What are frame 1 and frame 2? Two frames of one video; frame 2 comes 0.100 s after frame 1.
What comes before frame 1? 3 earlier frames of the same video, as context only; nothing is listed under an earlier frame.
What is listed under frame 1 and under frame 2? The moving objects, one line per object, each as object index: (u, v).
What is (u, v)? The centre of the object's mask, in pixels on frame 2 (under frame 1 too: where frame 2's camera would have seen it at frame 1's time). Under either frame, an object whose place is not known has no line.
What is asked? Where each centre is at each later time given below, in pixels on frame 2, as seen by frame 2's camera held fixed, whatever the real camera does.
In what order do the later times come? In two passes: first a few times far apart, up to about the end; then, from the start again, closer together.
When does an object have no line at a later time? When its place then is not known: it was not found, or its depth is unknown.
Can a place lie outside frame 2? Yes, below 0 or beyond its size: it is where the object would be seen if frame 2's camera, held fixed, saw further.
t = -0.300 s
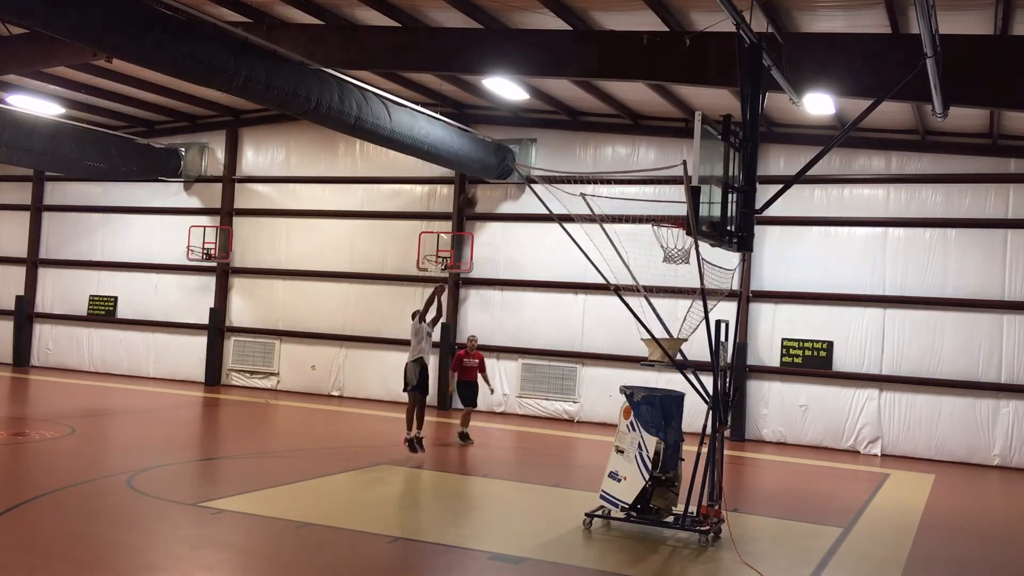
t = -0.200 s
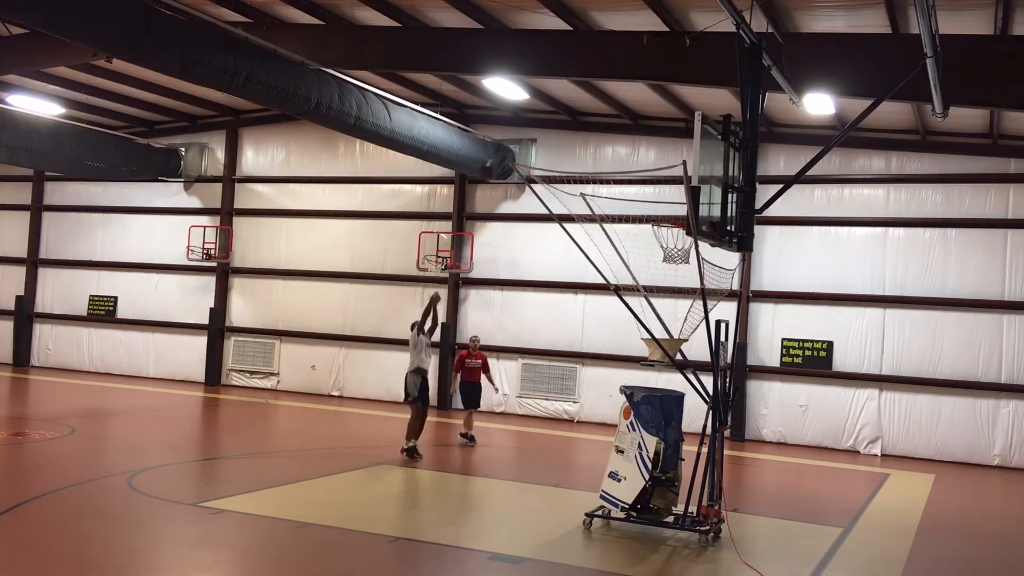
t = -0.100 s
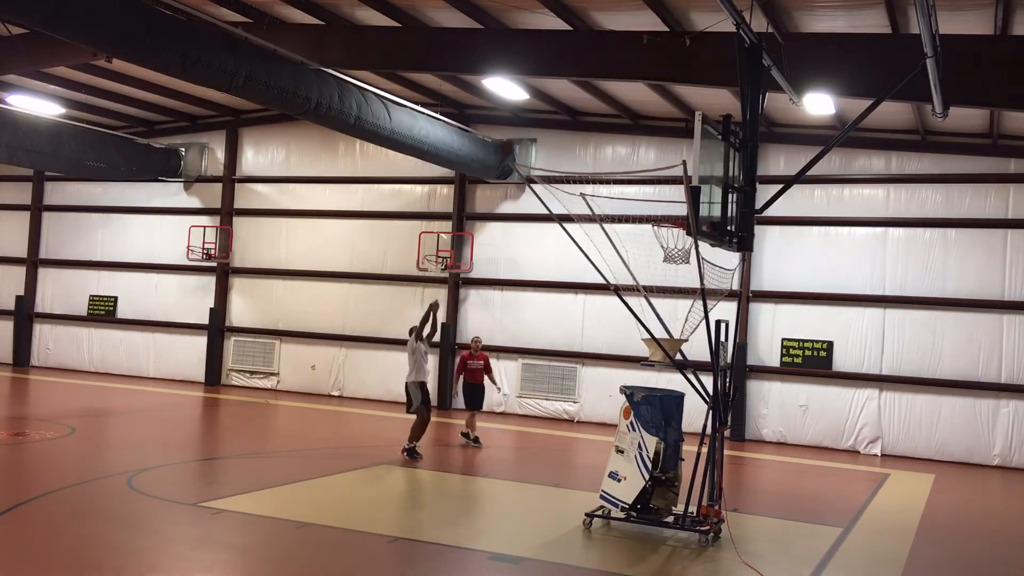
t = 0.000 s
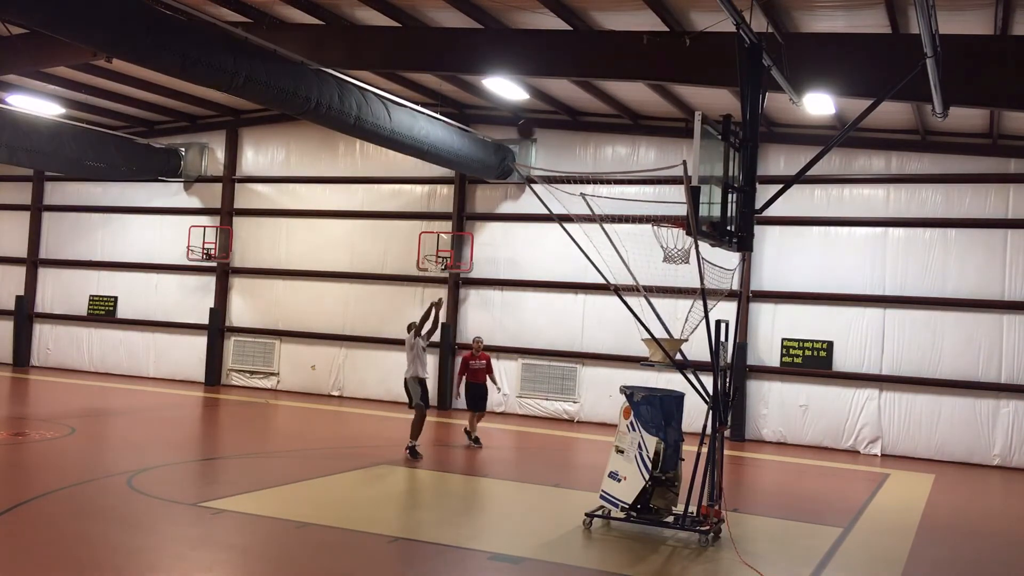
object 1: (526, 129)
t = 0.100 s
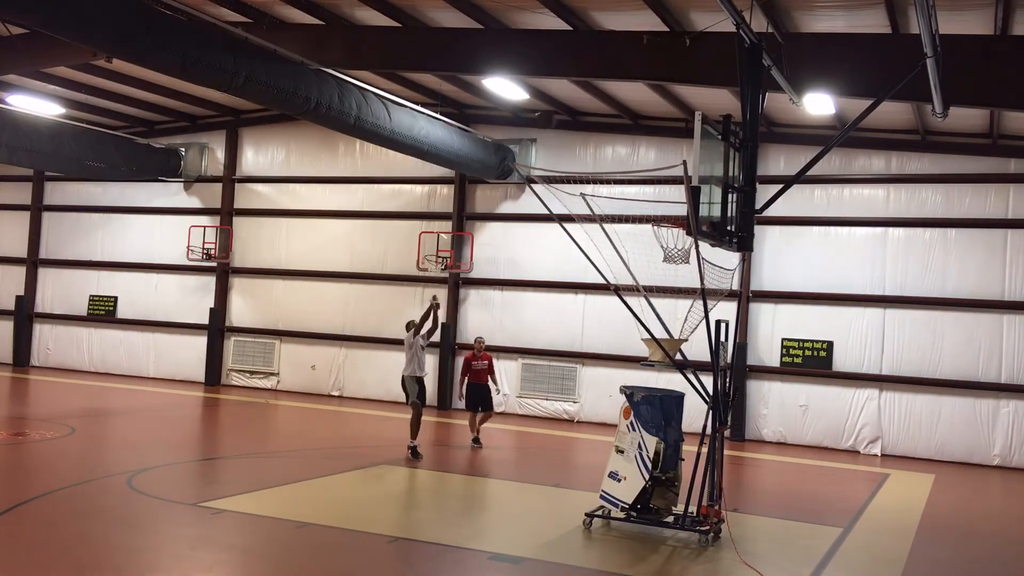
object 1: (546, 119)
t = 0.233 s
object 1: (573, 118)
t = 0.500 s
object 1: (632, 158)
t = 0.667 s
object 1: (673, 218)
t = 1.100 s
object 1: (674, 273)
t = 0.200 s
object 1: (567, 118)
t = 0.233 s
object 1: (573, 118)
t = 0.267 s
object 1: (580, 119)
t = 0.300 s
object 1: (586, 121)
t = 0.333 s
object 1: (596, 124)
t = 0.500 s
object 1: (632, 158)
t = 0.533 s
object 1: (640, 168)
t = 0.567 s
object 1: (648, 180)
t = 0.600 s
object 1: (656, 193)
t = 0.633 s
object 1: (664, 206)
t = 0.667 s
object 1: (673, 218)
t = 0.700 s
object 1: (679, 232)
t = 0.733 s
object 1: (686, 243)
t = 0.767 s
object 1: (691, 245)
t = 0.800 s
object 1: (690, 243)
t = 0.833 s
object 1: (688, 243)
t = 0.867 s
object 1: (686, 243)
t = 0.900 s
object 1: (684, 243)
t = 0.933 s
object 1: (684, 244)
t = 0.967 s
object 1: (683, 247)
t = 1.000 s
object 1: (681, 252)
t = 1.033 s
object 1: (679, 257)
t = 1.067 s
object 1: (677, 265)
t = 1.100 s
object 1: (674, 273)
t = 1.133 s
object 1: (672, 282)
